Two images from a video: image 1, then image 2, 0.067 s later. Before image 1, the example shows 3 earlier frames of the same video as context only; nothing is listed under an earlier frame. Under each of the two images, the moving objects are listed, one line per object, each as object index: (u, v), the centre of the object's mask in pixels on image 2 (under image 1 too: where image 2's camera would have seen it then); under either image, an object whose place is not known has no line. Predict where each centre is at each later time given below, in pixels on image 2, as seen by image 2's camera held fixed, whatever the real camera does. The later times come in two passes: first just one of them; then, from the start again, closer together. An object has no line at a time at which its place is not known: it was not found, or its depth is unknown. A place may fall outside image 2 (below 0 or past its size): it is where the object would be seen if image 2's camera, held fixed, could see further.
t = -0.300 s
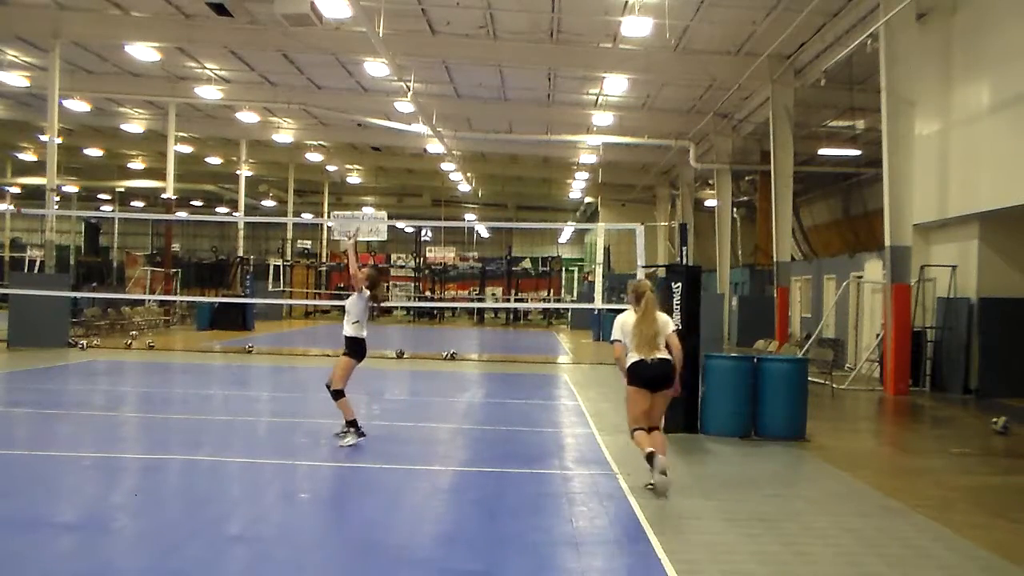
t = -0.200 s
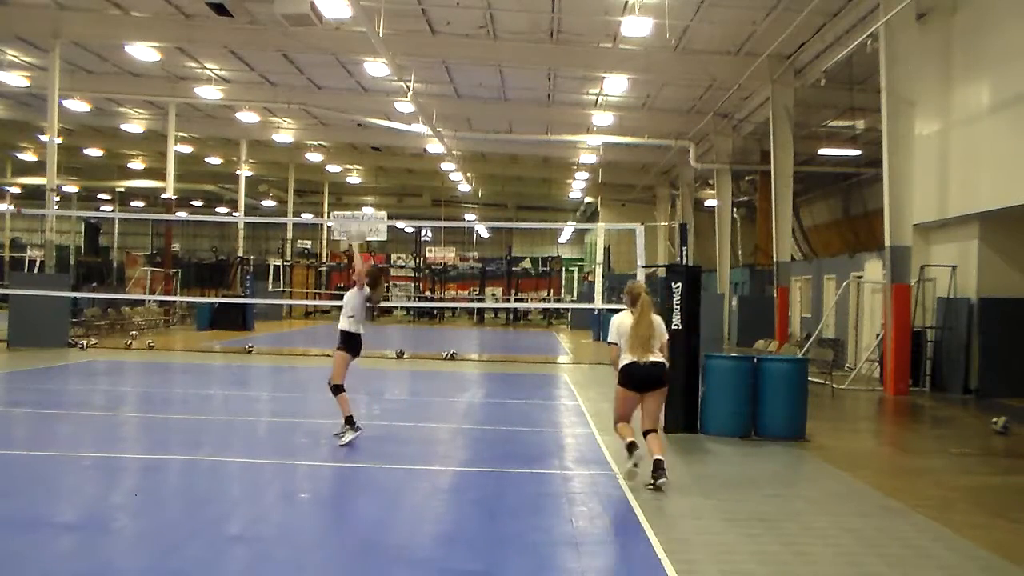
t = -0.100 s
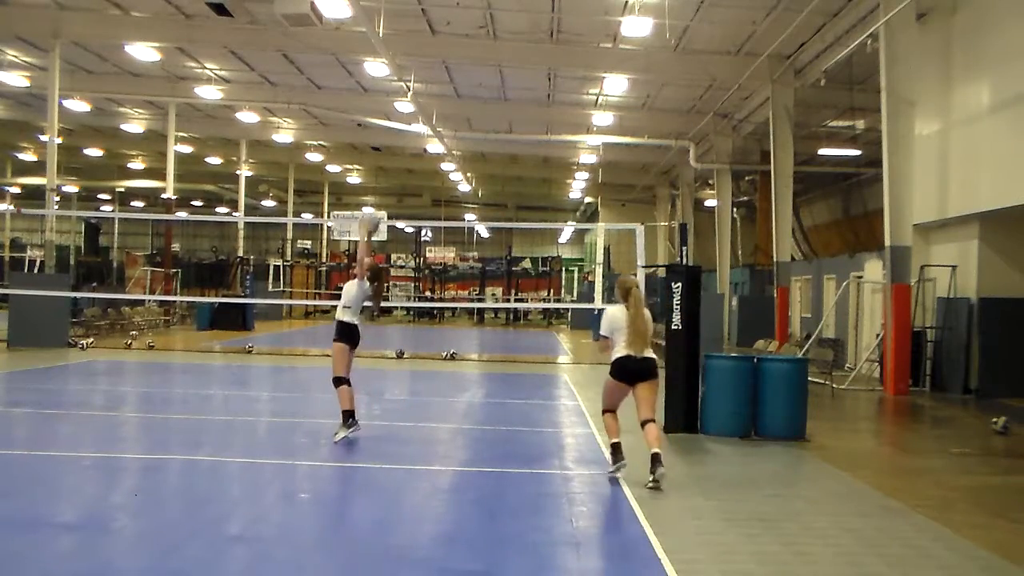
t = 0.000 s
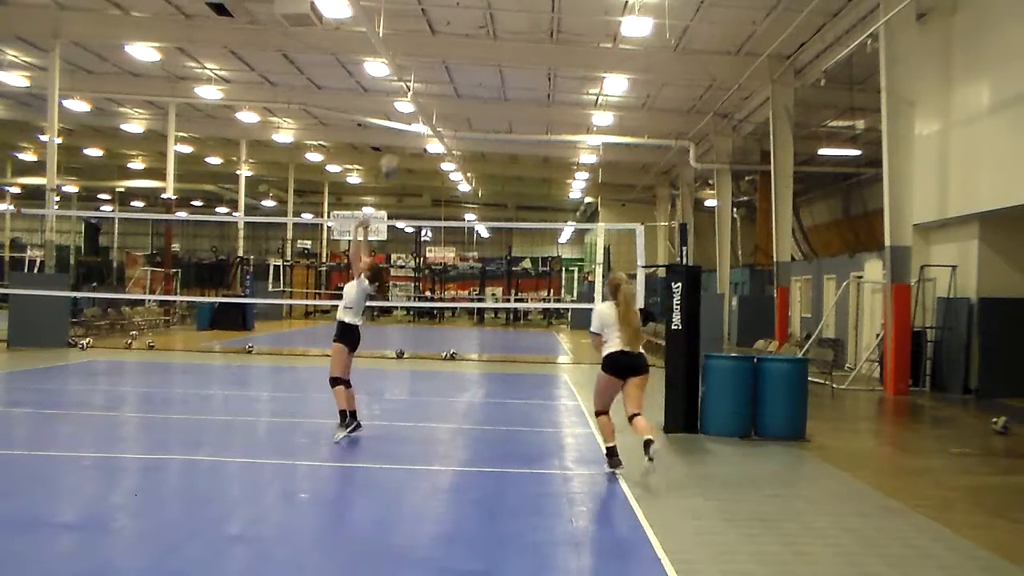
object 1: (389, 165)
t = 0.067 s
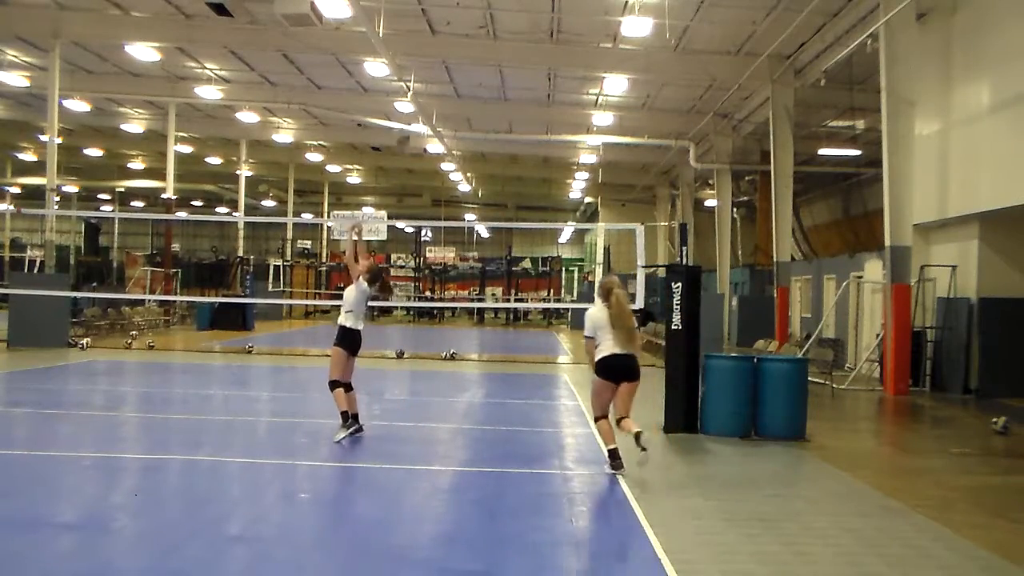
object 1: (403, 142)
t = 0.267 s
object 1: (438, 67)
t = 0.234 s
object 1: (431, 77)
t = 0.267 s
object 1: (438, 67)
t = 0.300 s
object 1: (442, 60)
